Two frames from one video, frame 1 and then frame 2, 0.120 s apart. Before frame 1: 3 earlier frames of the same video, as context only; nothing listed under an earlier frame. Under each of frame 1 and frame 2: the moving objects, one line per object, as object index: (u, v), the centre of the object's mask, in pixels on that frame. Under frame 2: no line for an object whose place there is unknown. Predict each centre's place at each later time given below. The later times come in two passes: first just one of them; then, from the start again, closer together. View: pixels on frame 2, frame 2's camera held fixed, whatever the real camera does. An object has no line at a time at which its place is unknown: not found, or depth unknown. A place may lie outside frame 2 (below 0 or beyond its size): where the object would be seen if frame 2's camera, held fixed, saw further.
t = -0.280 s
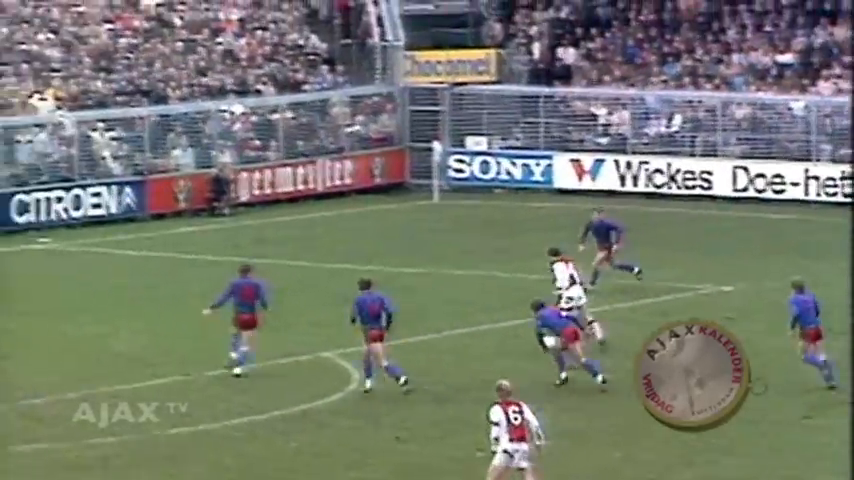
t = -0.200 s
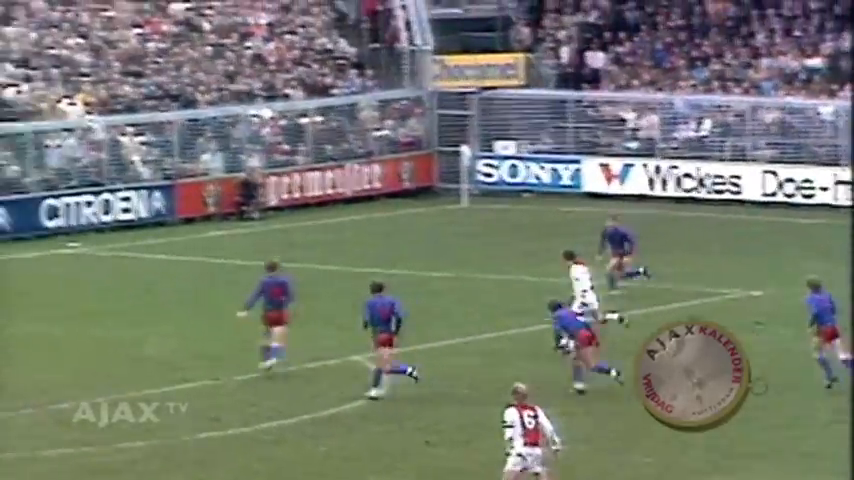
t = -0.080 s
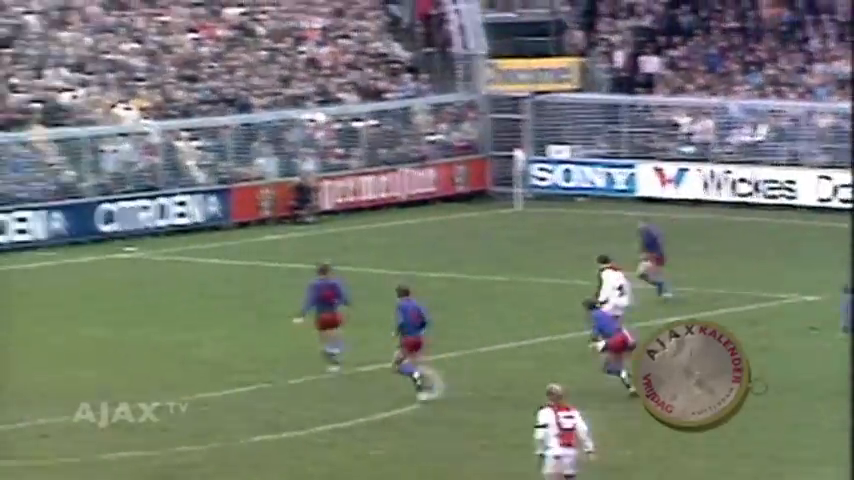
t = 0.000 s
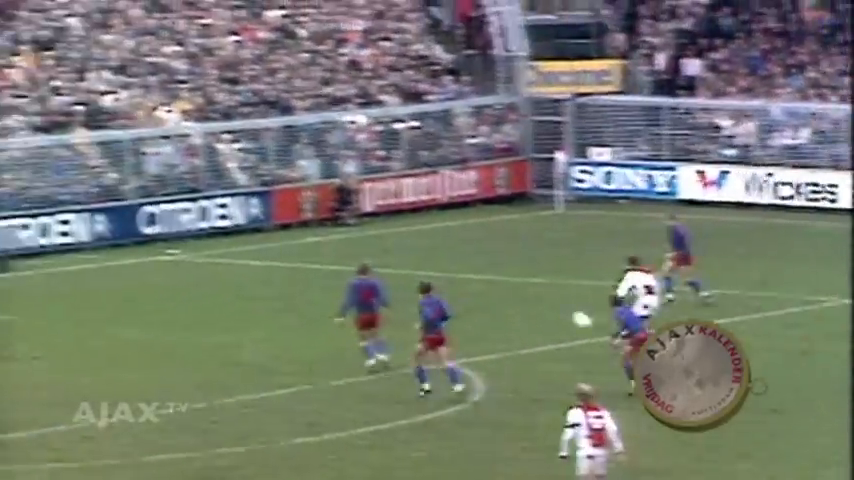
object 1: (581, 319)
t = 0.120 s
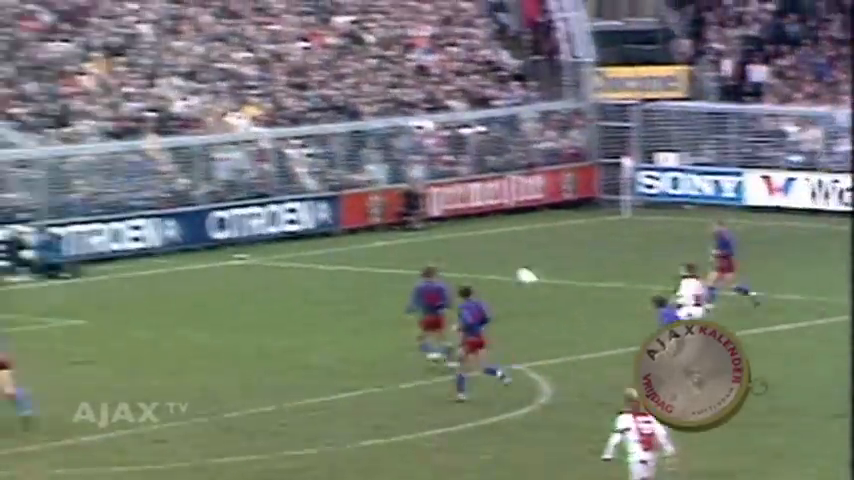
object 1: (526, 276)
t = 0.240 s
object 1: (410, 237)
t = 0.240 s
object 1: (410, 237)
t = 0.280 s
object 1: (372, 225)
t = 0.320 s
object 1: (336, 214)
